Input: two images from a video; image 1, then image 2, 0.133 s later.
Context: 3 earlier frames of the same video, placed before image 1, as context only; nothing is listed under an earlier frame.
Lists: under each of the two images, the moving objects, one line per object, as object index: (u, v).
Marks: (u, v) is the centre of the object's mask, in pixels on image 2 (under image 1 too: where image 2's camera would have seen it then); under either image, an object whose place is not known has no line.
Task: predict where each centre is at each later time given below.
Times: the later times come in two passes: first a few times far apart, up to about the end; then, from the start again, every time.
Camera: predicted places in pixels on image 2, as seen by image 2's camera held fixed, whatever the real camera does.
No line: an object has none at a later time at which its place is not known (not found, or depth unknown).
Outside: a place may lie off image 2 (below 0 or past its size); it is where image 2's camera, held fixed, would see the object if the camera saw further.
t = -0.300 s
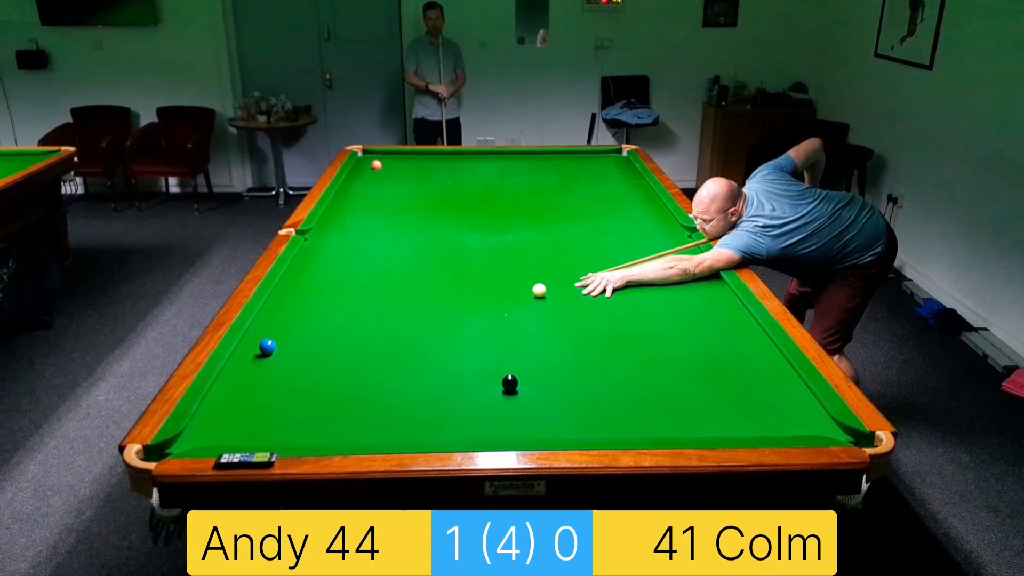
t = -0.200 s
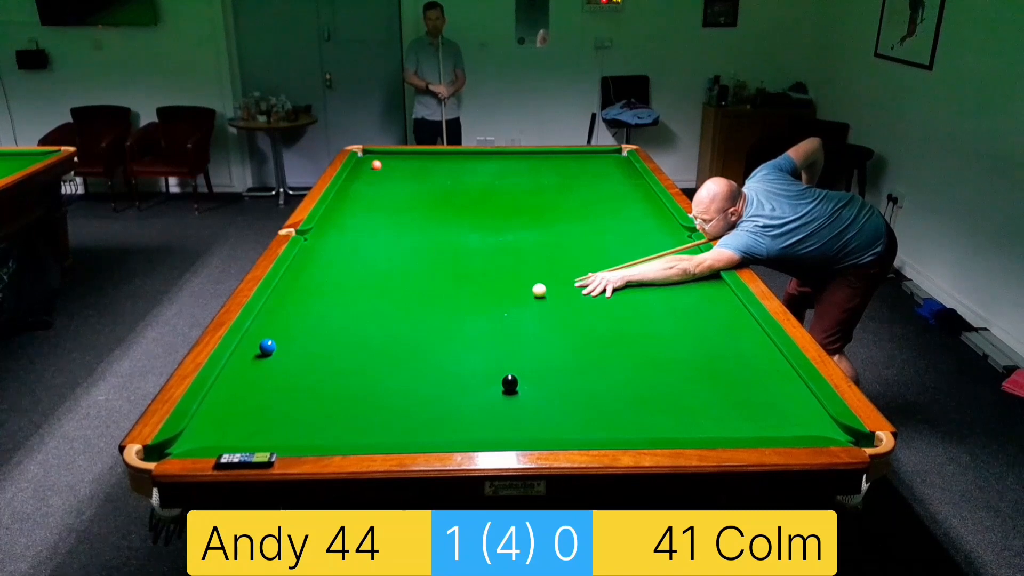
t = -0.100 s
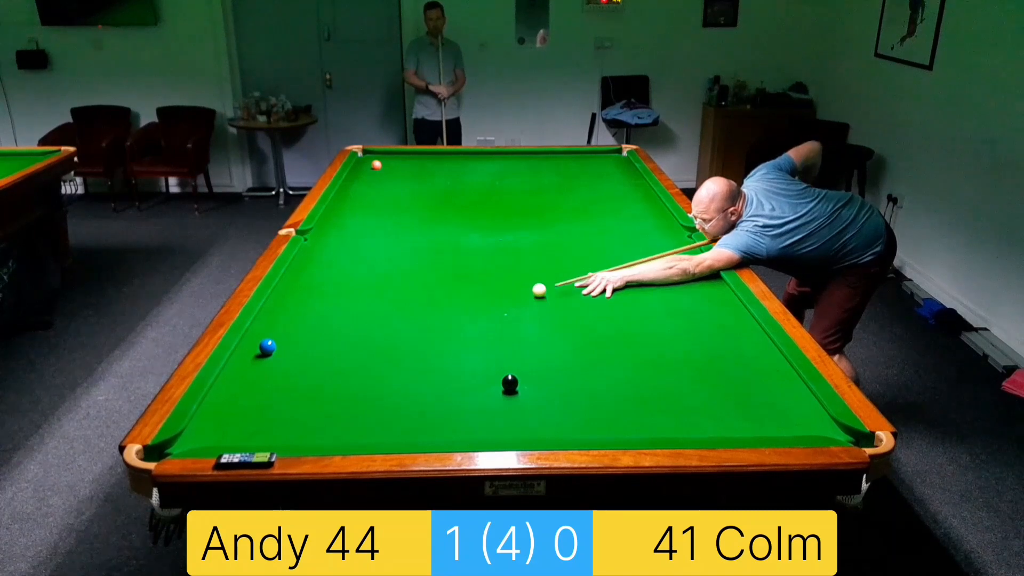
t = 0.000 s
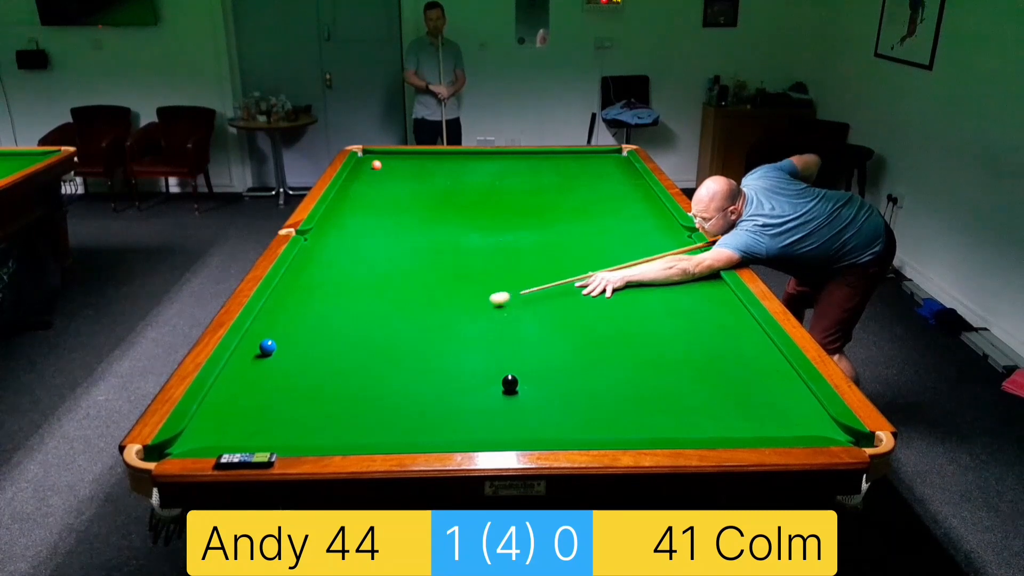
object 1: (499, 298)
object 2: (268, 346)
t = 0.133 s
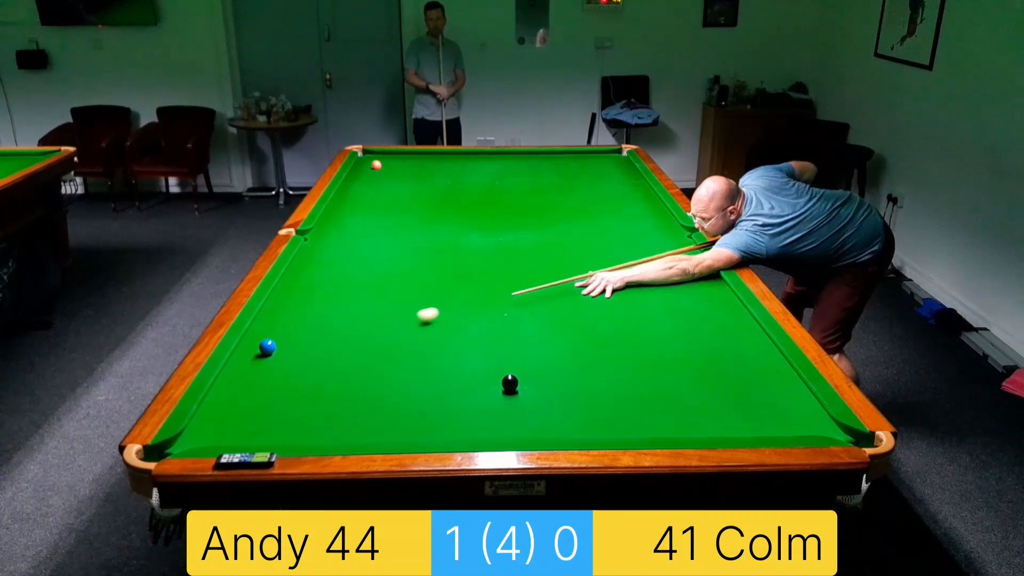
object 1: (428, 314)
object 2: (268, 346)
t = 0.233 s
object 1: (370, 327)
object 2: (268, 346)
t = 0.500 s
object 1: (234, 376)
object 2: (264, 341)
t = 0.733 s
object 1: (245, 429)
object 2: (319, 334)
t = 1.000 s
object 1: (331, 399)
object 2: (376, 328)
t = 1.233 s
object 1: (399, 367)
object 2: (424, 322)
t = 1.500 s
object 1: (462, 336)
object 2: (473, 317)
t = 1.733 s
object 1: (506, 316)
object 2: (516, 309)
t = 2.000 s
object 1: (542, 306)
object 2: (568, 295)
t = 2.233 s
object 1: (571, 297)
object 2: (609, 283)
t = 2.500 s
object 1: (602, 289)
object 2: (652, 272)
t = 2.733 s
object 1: (626, 281)
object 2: (686, 262)
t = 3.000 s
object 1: (652, 274)
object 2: (681, 254)
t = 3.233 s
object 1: (672, 268)
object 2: (656, 249)
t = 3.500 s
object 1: (694, 262)
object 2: (629, 243)
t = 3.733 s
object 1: (693, 257)
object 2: (608, 239)
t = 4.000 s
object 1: (675, 253)
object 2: (586, 234)
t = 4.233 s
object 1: (660, 250)
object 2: (569, 230)
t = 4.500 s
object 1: (646, 246)
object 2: (551, 226)
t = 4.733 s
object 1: (634, 243)
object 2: (537, 222)
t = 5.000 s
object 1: (623, 241)
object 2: (522, 219)
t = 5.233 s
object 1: (614, 238)
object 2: (510, 216)
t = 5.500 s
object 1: (605, 236)
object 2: (497, 213)
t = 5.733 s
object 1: (598, 235)
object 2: (487, 211)
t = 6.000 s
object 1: (591, 233)
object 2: (477, 208)
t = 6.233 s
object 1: (587, 232)
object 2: (469, 206)
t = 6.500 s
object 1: (582, 230)
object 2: (460, 204)
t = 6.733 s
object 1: (579, 229)
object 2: (454, 202)
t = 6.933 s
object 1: (577, 229)
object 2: (449, 201)
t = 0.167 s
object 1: (409, 318)
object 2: (268, 346)
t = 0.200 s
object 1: (390, 323)
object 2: (268, 346)
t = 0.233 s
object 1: (370, 327)
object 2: (268, 346)
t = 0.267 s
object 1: (350, 332)
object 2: (268, 346)
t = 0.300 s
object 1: (329, 337)
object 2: (268, 346)
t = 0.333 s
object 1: (307, 342)
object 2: (268, 346)
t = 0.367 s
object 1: (287, 347)
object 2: (267, 346)
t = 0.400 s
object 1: (273, 354)
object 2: (259, 344)
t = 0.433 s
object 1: (260, 361)
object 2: (248, 343)
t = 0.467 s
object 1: (248, 368)
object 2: (254, 342)
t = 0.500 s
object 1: (234, 376)
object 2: (264, 341)
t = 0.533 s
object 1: (223, 384)
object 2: (272, 340)
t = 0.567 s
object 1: (228, 390)
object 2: (280, 339)
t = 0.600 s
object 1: (232, 398)
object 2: (288, 338)
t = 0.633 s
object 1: (236, 405)
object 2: (296, 337)
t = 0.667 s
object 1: (239, 413)
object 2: (304, 336)
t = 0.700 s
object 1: (242, 421)
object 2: (311, 335)
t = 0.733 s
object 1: (245, 429)
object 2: (319, 334)
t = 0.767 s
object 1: (249, 436)
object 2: (326, 333)
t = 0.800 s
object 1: (260, 436)
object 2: (334, 333)
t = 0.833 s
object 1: (272, 429)
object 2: (341, 332)
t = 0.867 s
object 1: (285, 422)
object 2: (349, 331)
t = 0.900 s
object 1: (298, 415)
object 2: (355, 330)
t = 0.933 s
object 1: (309, 410)
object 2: (363, 329)
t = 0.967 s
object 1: (320, 405)
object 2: (370, 329)
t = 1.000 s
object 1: (331, 399)
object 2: (376, 328)
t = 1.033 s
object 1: (341, 394)
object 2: (384, 327)
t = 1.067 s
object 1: (351, 389)
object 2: (390, 326)
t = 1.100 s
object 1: (361, 385)
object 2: (397, 325)
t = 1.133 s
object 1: (371, 380)
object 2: (404, 325)
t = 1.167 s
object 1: (380, 376)
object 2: (410, 324)
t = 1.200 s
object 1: (389, 371)
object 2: (417, 323)
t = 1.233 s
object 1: (399, 367)
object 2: (424, 322)
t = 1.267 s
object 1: (407, 363)
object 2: (430, 321)
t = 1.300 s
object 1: (415, 359)
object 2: (436, 321)
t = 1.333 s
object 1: (424, 354)
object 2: (443, 320)
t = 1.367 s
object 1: (432, 351)
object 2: (449, 320)
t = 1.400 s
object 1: (439, 347)
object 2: (455, 319)
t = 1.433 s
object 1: (447, 343)
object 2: (461, 318)
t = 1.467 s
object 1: (455, 340)
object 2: (467, 318)
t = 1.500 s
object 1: (462, 336)
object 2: (473, 317)
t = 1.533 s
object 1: (469, 332)
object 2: (479, 316)
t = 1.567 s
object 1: (477, 329)
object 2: (485, 315)
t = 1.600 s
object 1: (483, 326)
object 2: (491, 314)
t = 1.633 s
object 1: (490, 323)
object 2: (497, 313)
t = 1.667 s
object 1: (497, 319)
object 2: (504, 312)
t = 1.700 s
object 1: (502, 317)
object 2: (510, 310)
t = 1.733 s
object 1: (506, 316)
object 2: (516, 309)
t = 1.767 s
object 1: (511, 315)
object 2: (523, 307)
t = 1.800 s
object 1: (516, 314)
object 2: (529, 306)
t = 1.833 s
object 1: (520, 312)
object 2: (536, 304)
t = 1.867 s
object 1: (525, 311)
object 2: (543, 302)
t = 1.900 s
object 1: (529, 310)
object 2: (549, 300)
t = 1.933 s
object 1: (534, 309)
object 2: (556, 298)
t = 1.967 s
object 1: (538, 307)
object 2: (562, 296)
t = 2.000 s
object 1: (542, 306)
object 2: (568, 295)
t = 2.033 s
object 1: (547, 305)
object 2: (574, 293)
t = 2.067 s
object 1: (551, 304)
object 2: (581, 292)
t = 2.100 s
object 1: (555, 302)
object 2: (586, 290)
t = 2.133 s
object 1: (559, 301)
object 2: (592, 288)
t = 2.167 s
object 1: (563, 300)
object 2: (598, 286)
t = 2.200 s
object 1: (567, 299)
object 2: (604, 285)
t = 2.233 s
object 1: (571, 297)
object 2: (609, 283)
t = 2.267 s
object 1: (575, 296)
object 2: (615, 282)
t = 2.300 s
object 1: (579, 295)
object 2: (621, 280)
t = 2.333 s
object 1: (583, 294)
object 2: (626, 279)
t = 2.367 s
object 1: (587, 293)
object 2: (631, 277)
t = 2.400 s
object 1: (591, 292)
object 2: (637, 276)
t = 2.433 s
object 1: (594, 291)
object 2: (642, 274)
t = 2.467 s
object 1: (598, 290)
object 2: (647, 273)
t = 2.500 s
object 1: (602, 289)
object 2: (652, 272)
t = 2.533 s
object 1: (605, 288)
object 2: (657, 270)
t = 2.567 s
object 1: (609, 286)
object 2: (662, 269)
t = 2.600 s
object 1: (612, 285)
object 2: (667, 267)
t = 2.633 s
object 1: (616, 284)
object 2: (672, 266)
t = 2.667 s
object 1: (619, 283)
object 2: (677, 265)
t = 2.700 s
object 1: (623, 282)
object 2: (681, 263)
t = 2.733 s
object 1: (626, 281)
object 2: (686, 262)
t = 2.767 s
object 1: (629, 280)
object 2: (690, 261)
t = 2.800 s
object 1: (633, 279)
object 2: (695, 260)
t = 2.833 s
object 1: (636, 278)
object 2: (700, 258)
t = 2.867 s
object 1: (639, 278)
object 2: (698, 257)
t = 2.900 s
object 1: (642, 277)
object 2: (693, 256)
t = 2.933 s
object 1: (646, 276)
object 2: (689, 255)
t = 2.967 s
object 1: (649, 275)
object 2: (685, 254)
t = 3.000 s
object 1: (652, 274)
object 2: (681, 254)
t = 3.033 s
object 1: (655, 273)
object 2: (677, 253)
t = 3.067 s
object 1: (658, 272)
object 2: (674, 253)
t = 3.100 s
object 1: (661, 272)
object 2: (670, 252)
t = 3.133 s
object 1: (664, 271)
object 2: (666, 251)
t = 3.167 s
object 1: (667, 270)
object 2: (663, 250)
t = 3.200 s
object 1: (670, 269)
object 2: (659, 249)
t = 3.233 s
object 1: (672, 268)
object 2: (656, 249)
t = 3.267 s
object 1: (675, 267)
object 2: (652, 248)
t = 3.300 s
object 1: (678, 266)
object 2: (649, 247)
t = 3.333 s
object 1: (681, 266)
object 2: (645, 246)
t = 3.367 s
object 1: (684, 265)
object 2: (642, 246)
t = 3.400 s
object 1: (686, 264)
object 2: (639, 245)
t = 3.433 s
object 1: (689, 263)
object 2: (636, 245)
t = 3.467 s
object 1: (692, 263)
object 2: (632, 244)
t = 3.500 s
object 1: (694, 262)
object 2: (629, 243)
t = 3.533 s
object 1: (697, 261)
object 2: (626, 242)
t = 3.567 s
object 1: (699, 260)
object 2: (623, 241)
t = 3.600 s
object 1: (702, 259)
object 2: (620, 241)
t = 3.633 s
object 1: (700, 259)
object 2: (617, 240)
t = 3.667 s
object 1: (698, 258)
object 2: (614, 240)
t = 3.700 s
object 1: (695, 258)
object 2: (611, 239)
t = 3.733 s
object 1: (693, 257)
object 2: (608, 239)
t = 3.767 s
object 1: (690, 257)
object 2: (606, 238)
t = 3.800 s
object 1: (688, 256)
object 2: (603, 237)
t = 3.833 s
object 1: (686, 256)
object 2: (600, 237)
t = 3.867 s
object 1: (684, 255)
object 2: (597, 236)
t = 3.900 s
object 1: (681, 255)
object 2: (595, 235)
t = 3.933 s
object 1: (679, 254)
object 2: (592, 235)
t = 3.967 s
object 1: (677, 253)
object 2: (589, 234)
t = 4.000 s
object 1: (675, 253)
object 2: (586, 234)
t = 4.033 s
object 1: (673, 252)
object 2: (584, 233)
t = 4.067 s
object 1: (671, 252)
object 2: (582, 233)
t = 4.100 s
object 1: (668, 252)
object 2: (579, 232)
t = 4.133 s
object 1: (666, 251)
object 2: (577, 232)
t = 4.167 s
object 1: (664, 251)
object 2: (574, 231)
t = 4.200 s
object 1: (662, 250)
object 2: (572, 230)
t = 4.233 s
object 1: (660, 250)
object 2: (569, 230)
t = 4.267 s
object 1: (659, 249)
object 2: (567, 229)
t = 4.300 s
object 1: (657, 249)
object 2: (564, 229)
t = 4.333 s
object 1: (655, 248)
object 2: (562, 228)
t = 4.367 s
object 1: (653, 248)
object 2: (560, 228)
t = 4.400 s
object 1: (651, 248)
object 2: (558, 227)
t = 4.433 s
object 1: (649, 247)
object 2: (555, 227)
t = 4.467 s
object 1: (647, 247)
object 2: (553, 226)
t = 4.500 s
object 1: (646, 246)
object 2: (551, 226)
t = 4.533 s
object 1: (644, 246)
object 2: (549, 225)
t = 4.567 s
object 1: (643, 245)
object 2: (547, 225)
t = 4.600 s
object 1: (641, 245)
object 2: (545, 224)
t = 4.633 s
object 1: (639, 245)
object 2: (543, 224)
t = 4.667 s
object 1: (637, 244)
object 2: (541, 223)
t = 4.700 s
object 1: (636, 244)
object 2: (539, 223)
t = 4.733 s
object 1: (634, 243)
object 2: (537, 222)
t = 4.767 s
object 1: (633, 243)
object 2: (535, 222)
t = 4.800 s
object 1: (631, 243)
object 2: (533, 221)
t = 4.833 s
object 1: (630, 242)
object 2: (531, 221)
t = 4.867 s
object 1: (629, 242)
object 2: (529, 221)
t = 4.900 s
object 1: (627, 241)
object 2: (527, 220)
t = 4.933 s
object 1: (626, 241)
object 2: (525, 219)
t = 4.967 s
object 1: (624, 241)
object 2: (523, 219)
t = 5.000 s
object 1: (623, 241)
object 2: (522, 219)
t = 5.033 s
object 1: (621, 240)
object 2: (520, 218)
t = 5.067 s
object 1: (620, 240)
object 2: (518, 218)
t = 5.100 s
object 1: (619, 239)
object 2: (516, 218)
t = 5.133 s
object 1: (617, 239)
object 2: (515, 217)
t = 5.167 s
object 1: (617, 239)
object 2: (513, 217)
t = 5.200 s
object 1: (615, 239)
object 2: (511, 216)
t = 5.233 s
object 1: (614, 238)
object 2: (510, 216)
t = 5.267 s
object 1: (613, 238)
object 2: (508, 216)
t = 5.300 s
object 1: (612, 238)
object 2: (506, 215)
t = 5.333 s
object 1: (610, 237)
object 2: (505, 215)
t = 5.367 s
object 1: (609, 237)
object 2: (503, 215)
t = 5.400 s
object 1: (608, 237)
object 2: (502, 214)
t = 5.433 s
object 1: (607, 236)
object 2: (500, 214)
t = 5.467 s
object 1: (606, 236)
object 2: (499, 213)
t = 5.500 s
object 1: (605, 236)
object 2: (497, 213)
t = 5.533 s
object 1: (604, 236)
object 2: (496, 213)
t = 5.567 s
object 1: (603, 236)
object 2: (494, 212)
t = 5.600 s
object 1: (602, 235)
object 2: (493, 212)
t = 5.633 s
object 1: (601, 235)
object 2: (491, 212)
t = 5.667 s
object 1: (600, 235)
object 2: (490, 211)
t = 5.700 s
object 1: (599, 235)
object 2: (489, 211)
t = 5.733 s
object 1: (598, 235)
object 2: (487, 211)
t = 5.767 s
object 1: (597, 234)
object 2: (486, 210)
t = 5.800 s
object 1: (596, 234)
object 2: (485, 210)
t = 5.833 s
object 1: (595, 234)
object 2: (483, 210)
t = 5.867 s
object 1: (594, 234)
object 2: (482, 209)
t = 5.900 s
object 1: (594, 233)
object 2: (481, 209)
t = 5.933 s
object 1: (593, 233)
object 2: (479, 209)
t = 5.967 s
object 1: (592, 233)
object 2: (478, 208)
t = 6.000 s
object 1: (591, 233)
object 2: (477, 208)
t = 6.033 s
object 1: (591, 233)
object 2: (476, 208)
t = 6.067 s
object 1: (590, 233)
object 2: (474, 207)
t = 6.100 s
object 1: (589, 232)
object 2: (473, 207)
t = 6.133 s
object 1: (588, 232)
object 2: (472, 207)
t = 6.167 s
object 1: (588, 232)
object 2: (471, 207)
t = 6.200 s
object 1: (587, 232)
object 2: (470, 206)
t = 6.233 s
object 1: (587, 232)
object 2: (469, 206)
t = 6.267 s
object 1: (586, 231)
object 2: (468, 206)
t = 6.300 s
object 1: (585, 231)
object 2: (467, 205)
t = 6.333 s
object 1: (585, 231)
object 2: (466, 205)
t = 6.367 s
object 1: (584, 231)
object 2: (464, 205)
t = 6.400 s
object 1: (584, 231)
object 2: (463, 205)
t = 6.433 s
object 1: (583, 231)
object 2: (462, 204)
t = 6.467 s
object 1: (583, 231)
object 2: (461, 204)
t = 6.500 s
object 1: (582, 230)
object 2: (460, 204)
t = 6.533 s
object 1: (582, 230)
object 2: (459, 204)
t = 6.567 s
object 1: (581, 230)
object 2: (458, 203)
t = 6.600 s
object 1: (581, 230)
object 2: (457, 203)
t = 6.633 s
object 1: (580, 230)
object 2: (456, 203)
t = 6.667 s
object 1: (580, 230)
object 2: (455, 203)
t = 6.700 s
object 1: (579, 230)
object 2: (455, 203)
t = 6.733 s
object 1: (579, 229)
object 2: (454, 202)
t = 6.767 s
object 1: (579, 230)
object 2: (453, 202)
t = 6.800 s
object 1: (578, 230)
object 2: (452, 202)
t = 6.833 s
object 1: (578, 229)
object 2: (451, 202)
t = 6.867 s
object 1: (578, 229)
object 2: (450, 202)
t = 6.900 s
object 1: (578, 229)
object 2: (449, 201)
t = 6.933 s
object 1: (577, 229)
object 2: (449, 201)
